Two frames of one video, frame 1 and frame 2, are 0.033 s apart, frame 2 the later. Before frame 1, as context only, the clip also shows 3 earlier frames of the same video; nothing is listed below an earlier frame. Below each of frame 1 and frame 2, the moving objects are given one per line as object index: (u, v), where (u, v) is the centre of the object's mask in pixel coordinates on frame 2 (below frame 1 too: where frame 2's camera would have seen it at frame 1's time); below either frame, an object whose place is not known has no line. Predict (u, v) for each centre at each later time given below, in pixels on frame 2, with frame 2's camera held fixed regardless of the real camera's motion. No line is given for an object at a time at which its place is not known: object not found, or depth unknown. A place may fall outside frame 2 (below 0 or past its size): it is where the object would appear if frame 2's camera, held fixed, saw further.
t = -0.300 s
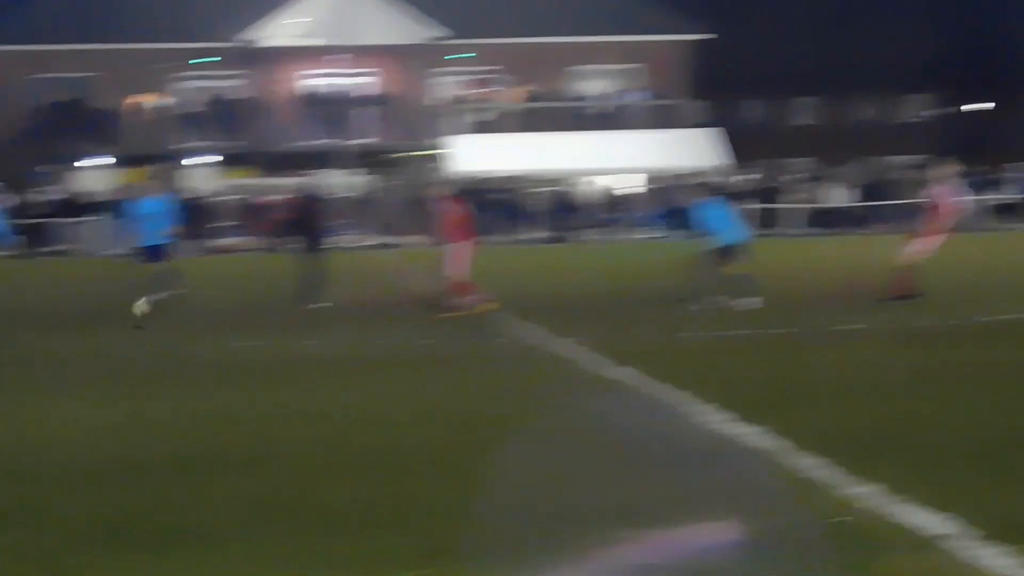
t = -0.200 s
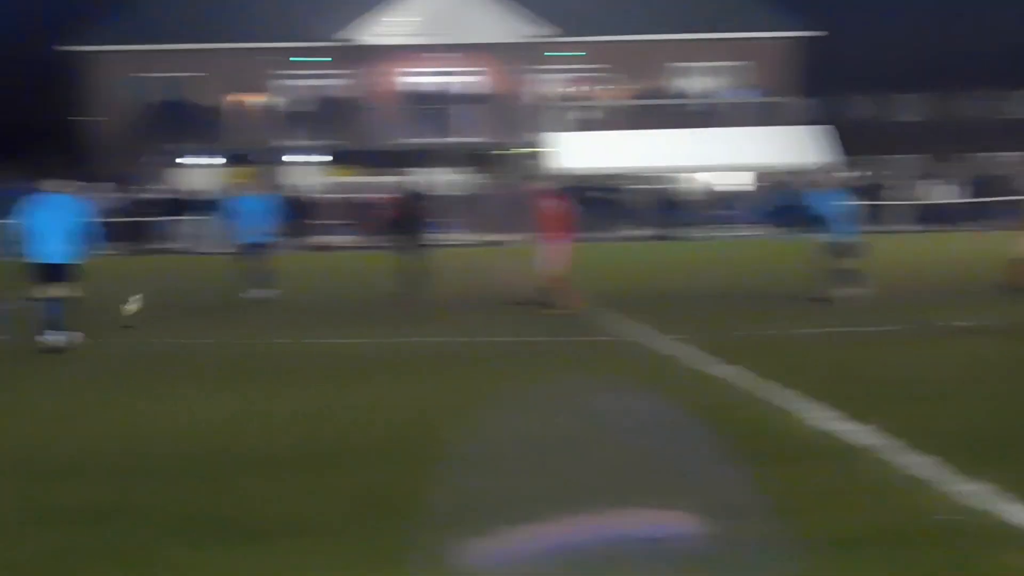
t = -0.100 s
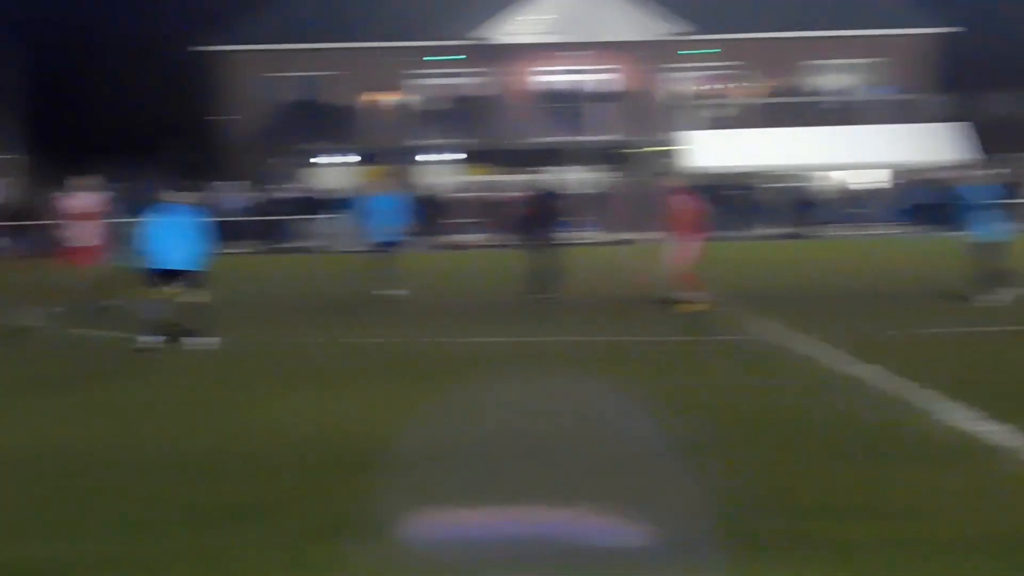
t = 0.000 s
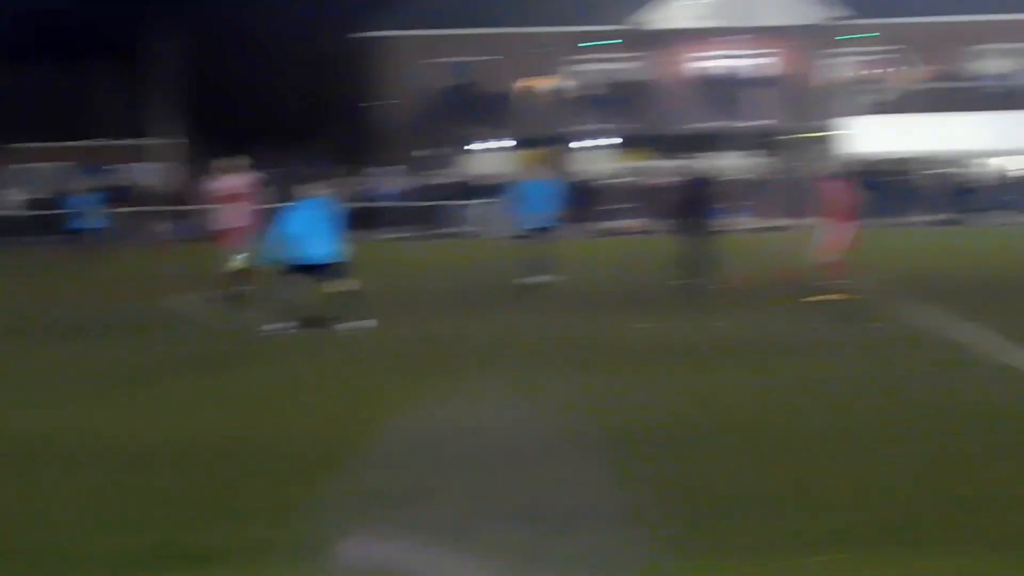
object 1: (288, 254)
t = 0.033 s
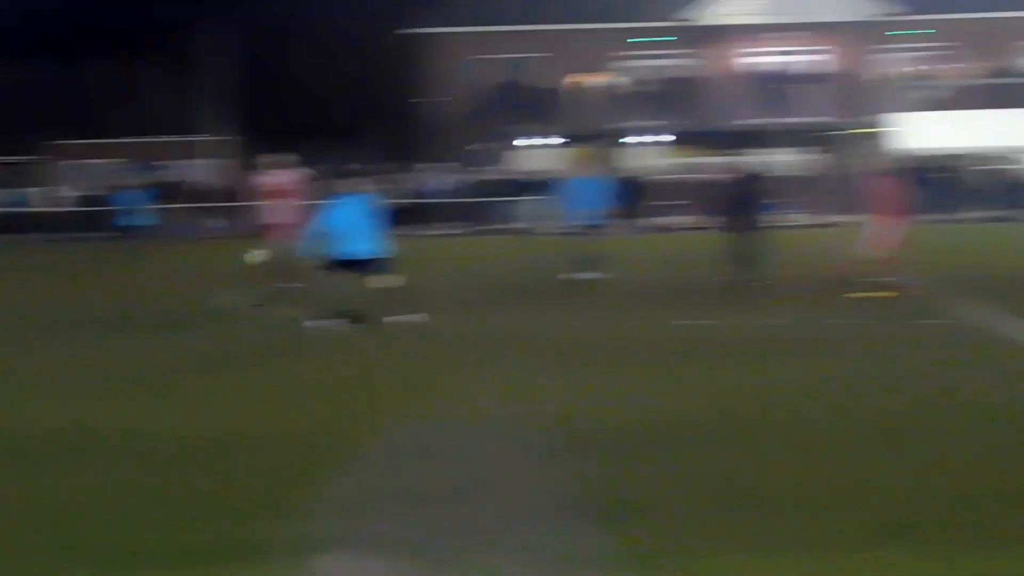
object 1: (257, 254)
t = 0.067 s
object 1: (229, 257)
